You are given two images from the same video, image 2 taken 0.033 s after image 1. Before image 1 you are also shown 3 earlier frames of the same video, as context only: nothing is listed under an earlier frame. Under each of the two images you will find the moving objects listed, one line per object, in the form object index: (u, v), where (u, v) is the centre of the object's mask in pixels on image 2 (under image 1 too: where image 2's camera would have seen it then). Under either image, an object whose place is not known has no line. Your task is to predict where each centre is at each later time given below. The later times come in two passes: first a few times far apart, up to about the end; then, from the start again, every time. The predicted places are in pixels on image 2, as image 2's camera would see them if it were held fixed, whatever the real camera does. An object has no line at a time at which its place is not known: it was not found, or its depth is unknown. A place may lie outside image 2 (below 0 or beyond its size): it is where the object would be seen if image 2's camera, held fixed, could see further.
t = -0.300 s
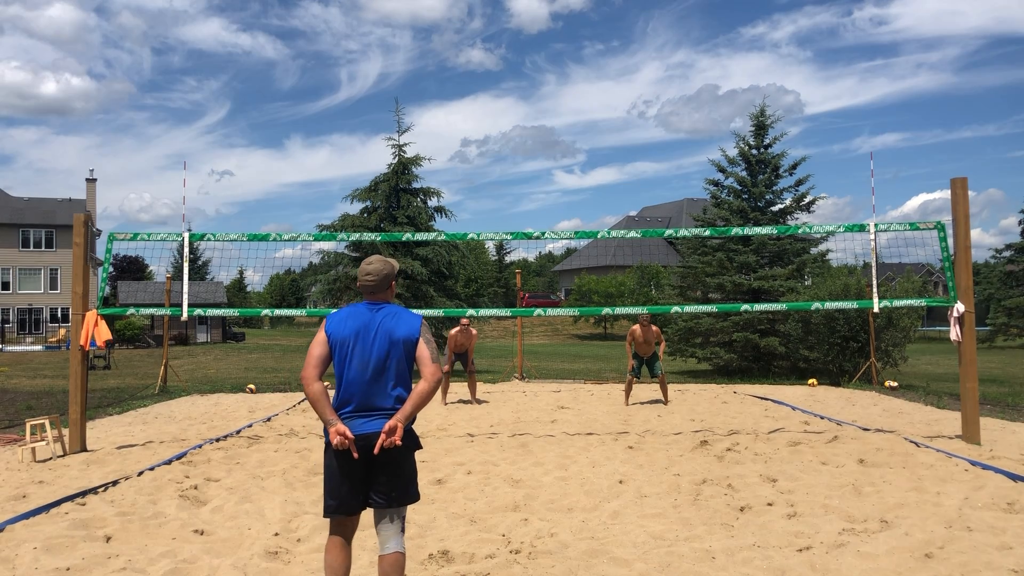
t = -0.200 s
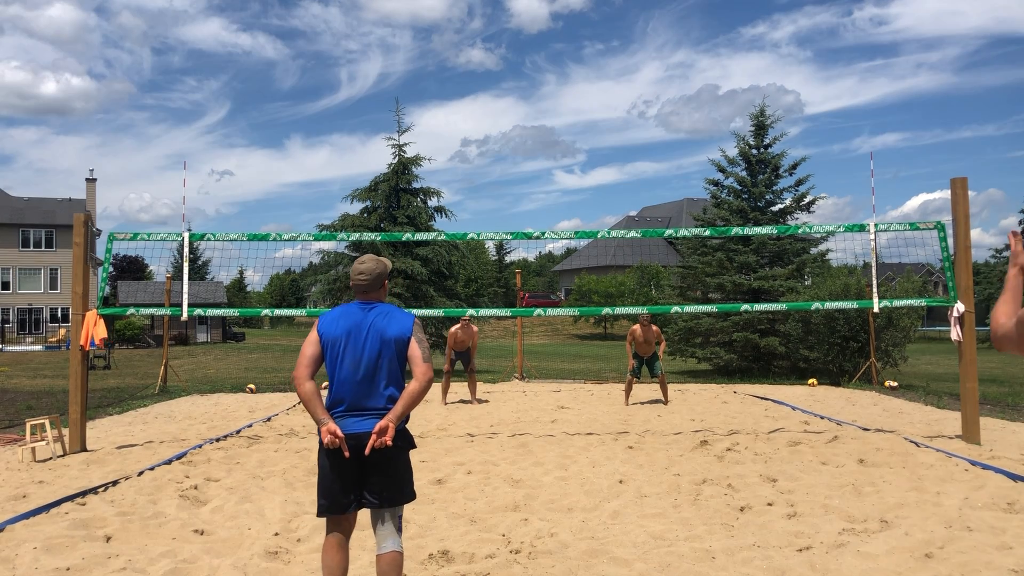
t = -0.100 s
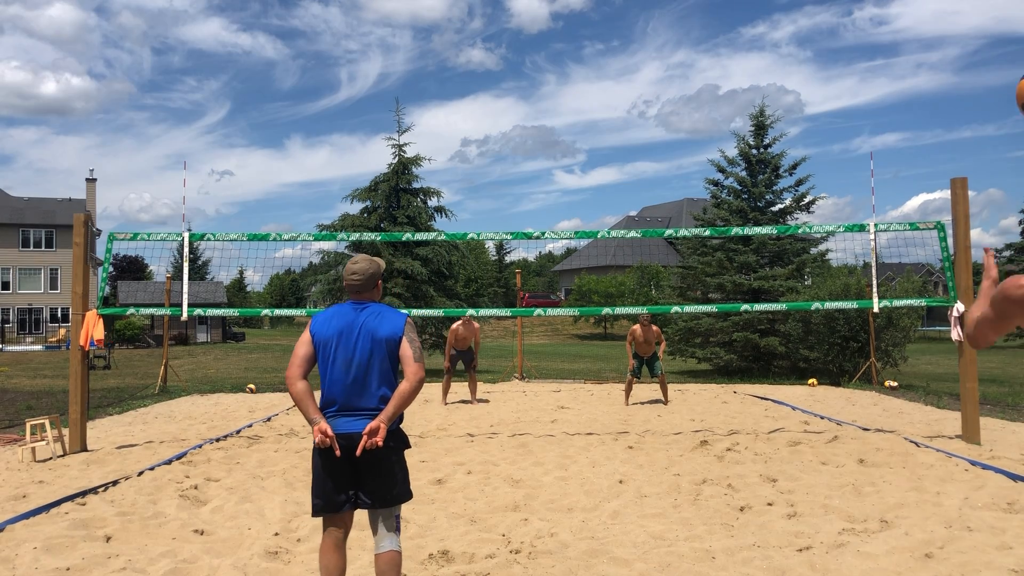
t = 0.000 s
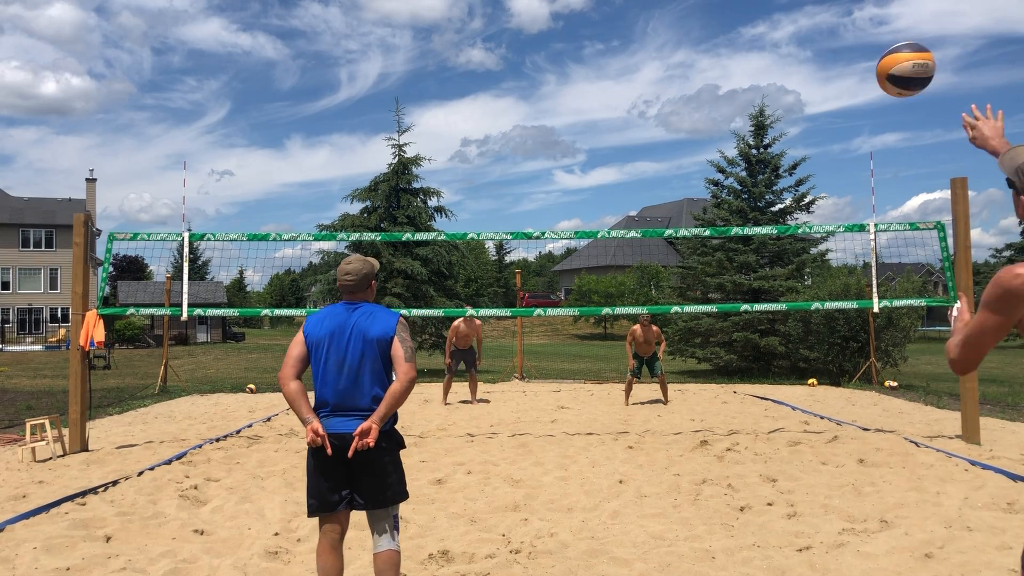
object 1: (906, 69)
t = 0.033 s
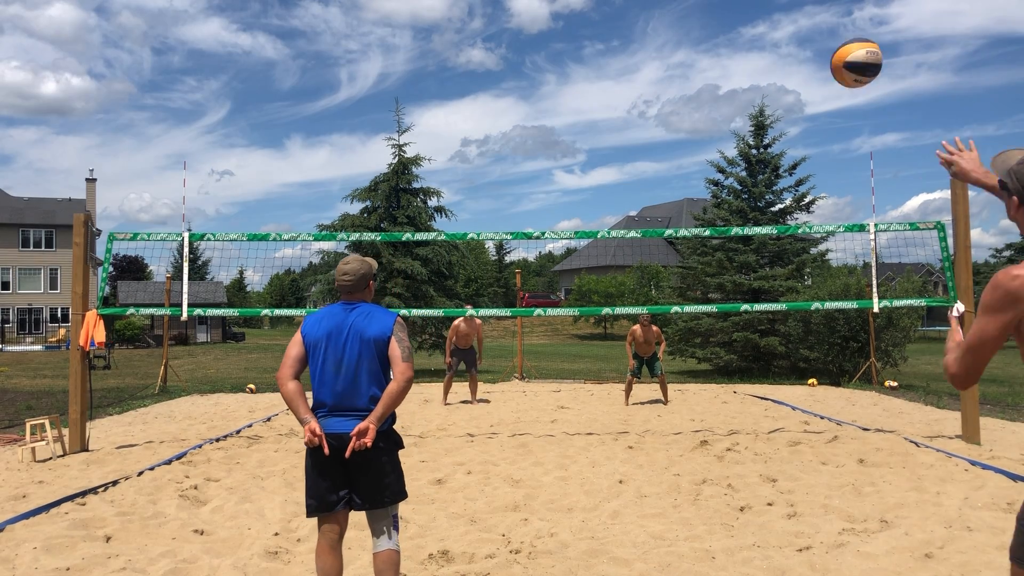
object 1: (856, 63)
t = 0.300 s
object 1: (665, 89)
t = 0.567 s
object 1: (602, 161)
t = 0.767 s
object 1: (577, 225)
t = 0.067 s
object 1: (817, 59)
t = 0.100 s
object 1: (783, 59)
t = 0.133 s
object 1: (756, 60)
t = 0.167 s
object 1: (732, 64)
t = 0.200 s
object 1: (711, 69)
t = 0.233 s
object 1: (693, 75)
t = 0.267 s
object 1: (678, 82)
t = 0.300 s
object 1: (665, 89)
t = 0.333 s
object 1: (654, 96)
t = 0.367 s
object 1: (644, 104)
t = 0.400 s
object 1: (634, 112)
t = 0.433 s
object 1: (627, 121)
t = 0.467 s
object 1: (619, 131)
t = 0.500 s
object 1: (613, 141)
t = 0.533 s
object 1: (607, 151)
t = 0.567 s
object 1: (602, 161)
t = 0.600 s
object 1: (597, 172)
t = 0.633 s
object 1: (593, 183)
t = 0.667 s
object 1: (589, 194)
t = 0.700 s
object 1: (584, 205)
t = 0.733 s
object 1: (580, 216)
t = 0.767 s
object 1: (577, 225)
